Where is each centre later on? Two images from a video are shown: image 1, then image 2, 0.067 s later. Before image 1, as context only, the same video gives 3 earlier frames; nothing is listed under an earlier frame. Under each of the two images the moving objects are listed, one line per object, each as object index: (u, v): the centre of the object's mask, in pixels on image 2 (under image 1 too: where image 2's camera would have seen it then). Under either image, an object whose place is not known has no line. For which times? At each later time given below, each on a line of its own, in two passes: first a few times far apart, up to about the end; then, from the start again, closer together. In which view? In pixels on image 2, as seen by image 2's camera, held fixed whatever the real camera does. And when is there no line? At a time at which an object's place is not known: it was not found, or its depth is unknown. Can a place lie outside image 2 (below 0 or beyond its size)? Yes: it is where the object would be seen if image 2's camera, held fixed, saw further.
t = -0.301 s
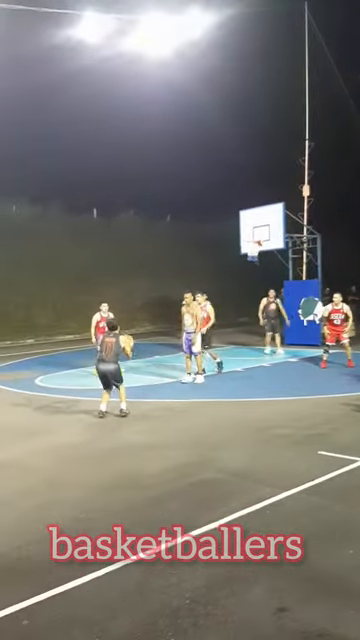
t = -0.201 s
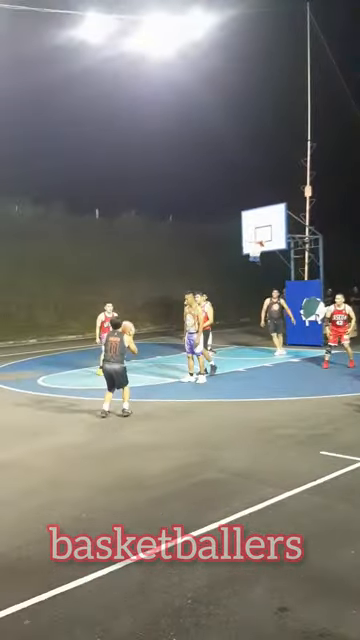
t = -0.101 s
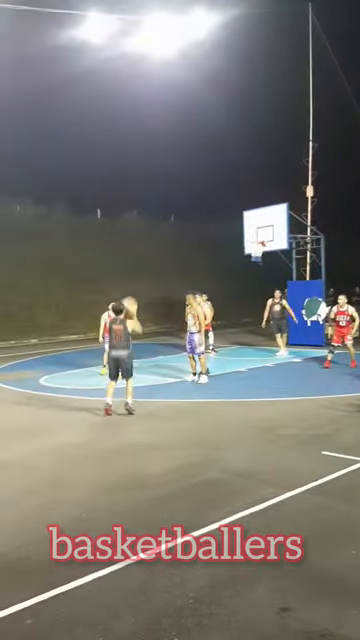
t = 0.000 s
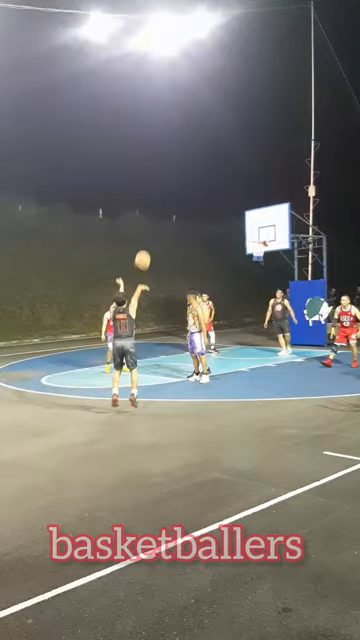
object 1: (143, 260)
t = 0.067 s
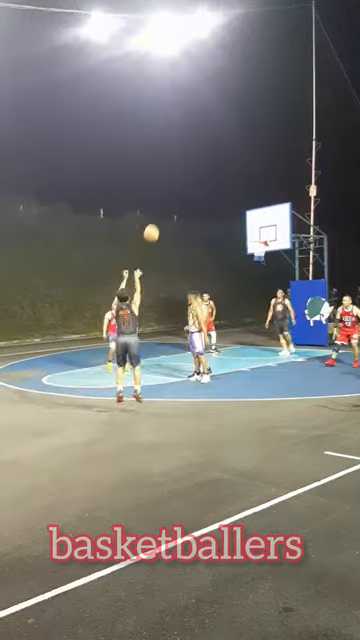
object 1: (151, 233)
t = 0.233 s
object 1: (170, 184)
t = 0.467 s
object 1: (192, 150)
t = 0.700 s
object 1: (212, 146)
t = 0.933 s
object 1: (230, 166)
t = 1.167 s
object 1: (245, 203)
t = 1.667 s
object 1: (269, 249)
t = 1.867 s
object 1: (265, 265)
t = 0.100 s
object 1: (155, 222)
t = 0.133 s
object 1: (158, 211)
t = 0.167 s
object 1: (162, 201)
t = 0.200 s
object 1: (166, 192)
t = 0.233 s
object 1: (170, 184)
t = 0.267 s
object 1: (173, 176)
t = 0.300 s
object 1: (176, 170)
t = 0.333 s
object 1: (179, 165)
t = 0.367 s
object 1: (183, 160)
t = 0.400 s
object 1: (186, 156)
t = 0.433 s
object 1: (189, 152)
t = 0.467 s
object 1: (192, 150)
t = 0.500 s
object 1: (195, 148)
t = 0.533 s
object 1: (198, 146)
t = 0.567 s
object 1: (201, 145)
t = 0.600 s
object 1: (204, 145)
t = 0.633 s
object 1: (206, 145)
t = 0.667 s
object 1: (209, 145)
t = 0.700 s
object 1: (212, 146)
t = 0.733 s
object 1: (215, 148)
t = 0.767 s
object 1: (217, 150)
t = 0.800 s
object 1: (220, 152)
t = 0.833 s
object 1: (222, 155)
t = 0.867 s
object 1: (225, 158)
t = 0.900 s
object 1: (227, 162)
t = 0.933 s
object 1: (230, 166)
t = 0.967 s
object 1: (232, 171)
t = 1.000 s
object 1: (234, 176)
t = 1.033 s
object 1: (236, 181)
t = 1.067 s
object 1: (238, 186)
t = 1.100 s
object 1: (240, 191)
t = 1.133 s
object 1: (243, 197)
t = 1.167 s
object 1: (245, 203)
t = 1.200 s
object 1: (246, 209)
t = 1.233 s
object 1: (248, 217)
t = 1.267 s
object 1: (251, 223)
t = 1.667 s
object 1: (269, 249)
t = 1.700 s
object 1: (268, 250)
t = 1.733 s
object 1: (267, 252)
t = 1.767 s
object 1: (267, 255)
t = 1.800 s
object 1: (266, 258)
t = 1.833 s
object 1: (266, 261)
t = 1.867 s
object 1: (265, 265)
